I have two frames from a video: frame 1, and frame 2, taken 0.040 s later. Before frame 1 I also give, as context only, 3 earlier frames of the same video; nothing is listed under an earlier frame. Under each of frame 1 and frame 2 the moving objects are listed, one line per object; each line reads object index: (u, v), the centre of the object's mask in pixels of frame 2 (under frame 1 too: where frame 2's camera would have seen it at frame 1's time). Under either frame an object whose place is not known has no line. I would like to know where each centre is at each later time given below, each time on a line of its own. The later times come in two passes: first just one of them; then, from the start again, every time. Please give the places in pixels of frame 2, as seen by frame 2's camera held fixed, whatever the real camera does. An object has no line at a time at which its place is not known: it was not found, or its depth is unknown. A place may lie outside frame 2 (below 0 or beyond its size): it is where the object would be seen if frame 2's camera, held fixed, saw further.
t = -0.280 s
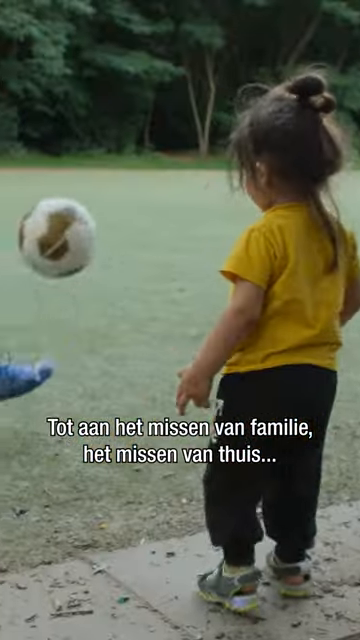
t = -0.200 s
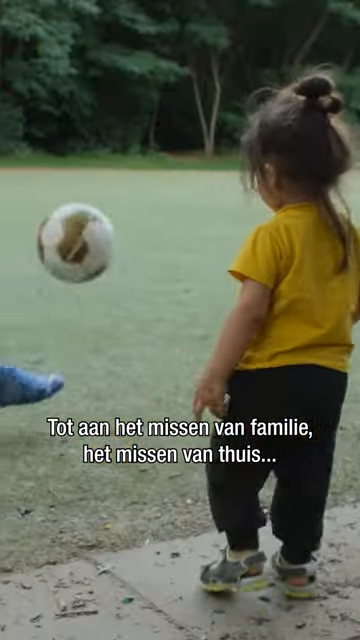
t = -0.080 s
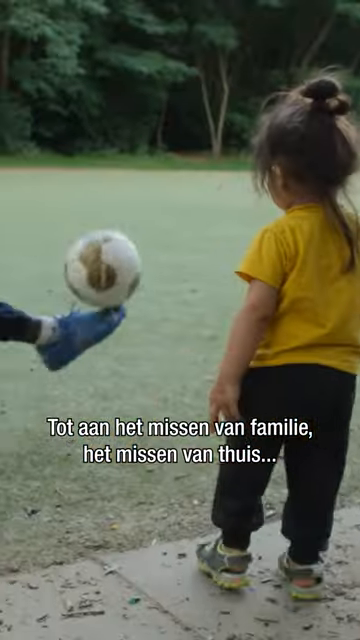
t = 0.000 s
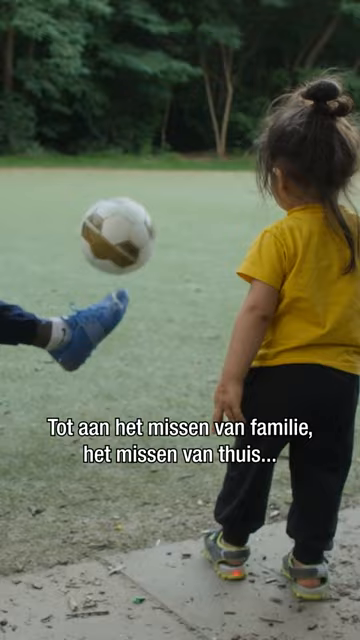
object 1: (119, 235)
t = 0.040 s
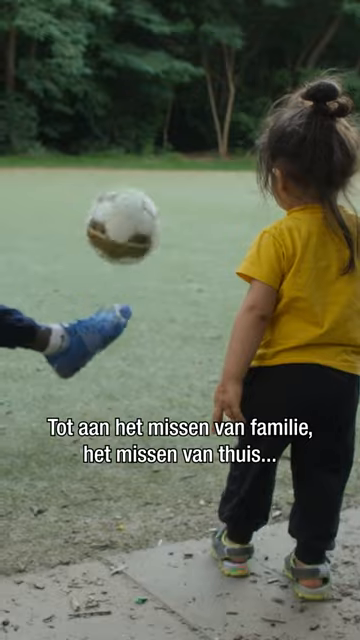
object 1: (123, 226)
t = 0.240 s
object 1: (140, 256)
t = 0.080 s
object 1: (126, 221)
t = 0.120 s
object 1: (129, 222)
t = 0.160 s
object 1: (133, 229)
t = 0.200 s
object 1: (136, 239)
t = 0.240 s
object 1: (140, 256)
